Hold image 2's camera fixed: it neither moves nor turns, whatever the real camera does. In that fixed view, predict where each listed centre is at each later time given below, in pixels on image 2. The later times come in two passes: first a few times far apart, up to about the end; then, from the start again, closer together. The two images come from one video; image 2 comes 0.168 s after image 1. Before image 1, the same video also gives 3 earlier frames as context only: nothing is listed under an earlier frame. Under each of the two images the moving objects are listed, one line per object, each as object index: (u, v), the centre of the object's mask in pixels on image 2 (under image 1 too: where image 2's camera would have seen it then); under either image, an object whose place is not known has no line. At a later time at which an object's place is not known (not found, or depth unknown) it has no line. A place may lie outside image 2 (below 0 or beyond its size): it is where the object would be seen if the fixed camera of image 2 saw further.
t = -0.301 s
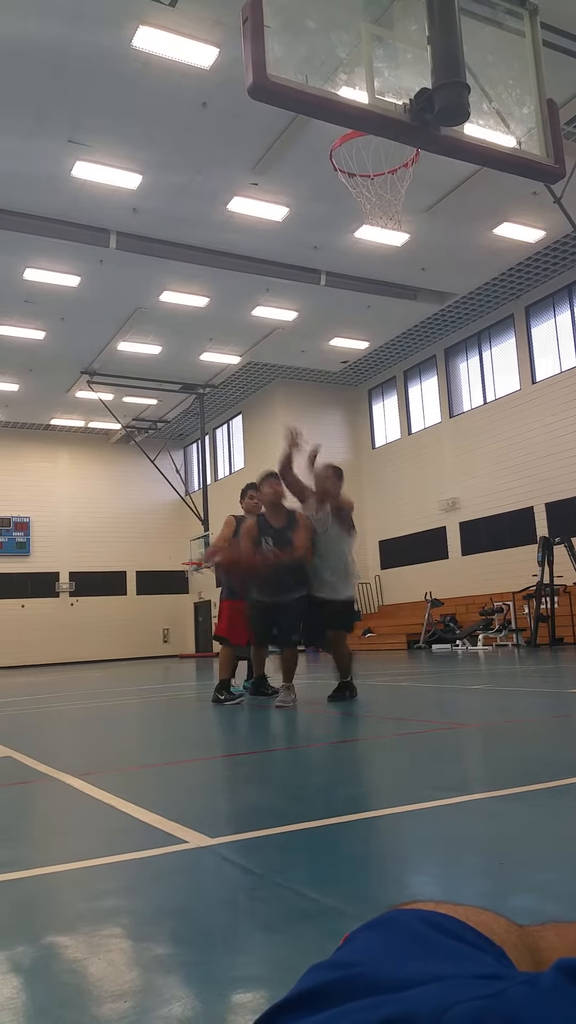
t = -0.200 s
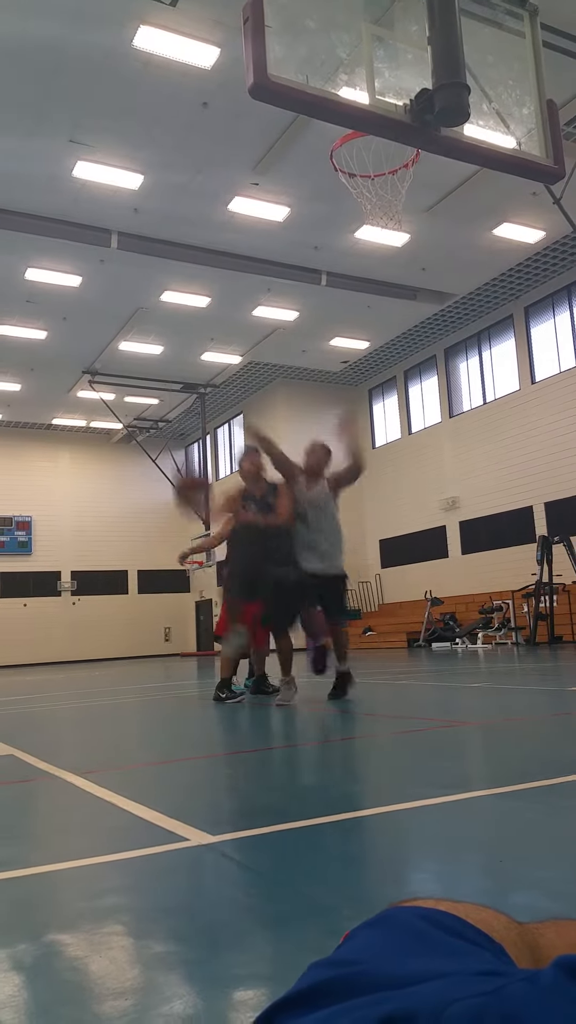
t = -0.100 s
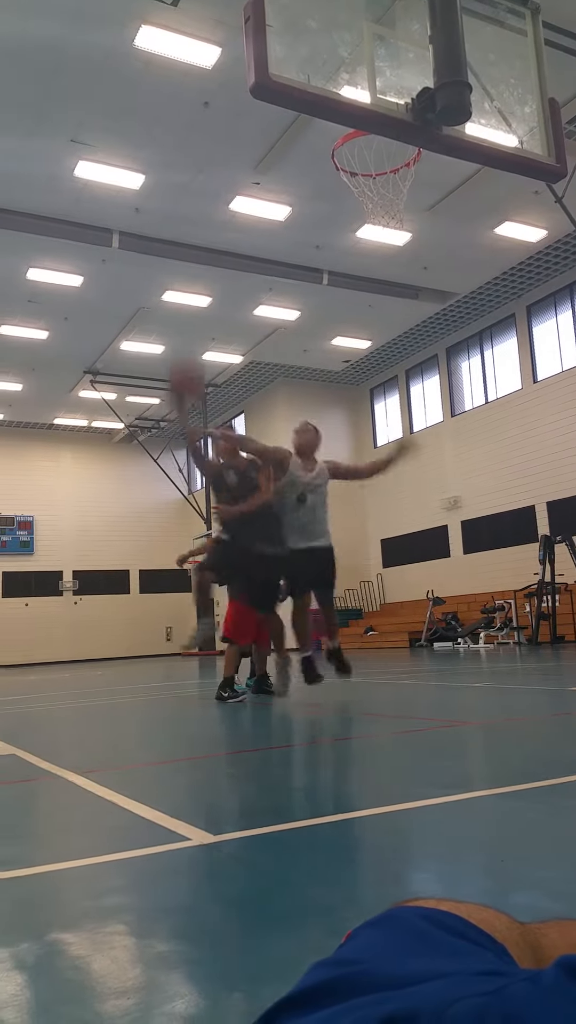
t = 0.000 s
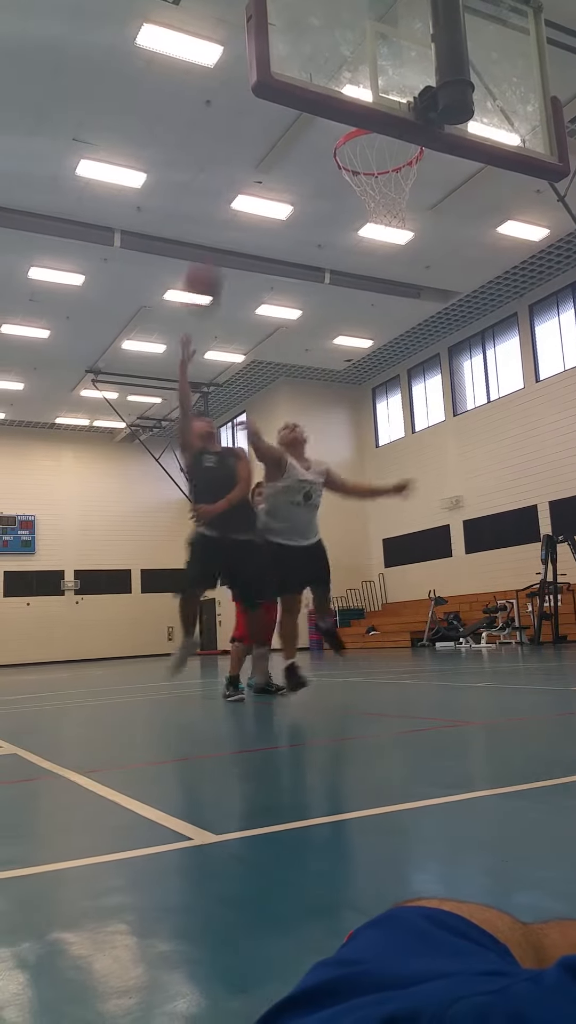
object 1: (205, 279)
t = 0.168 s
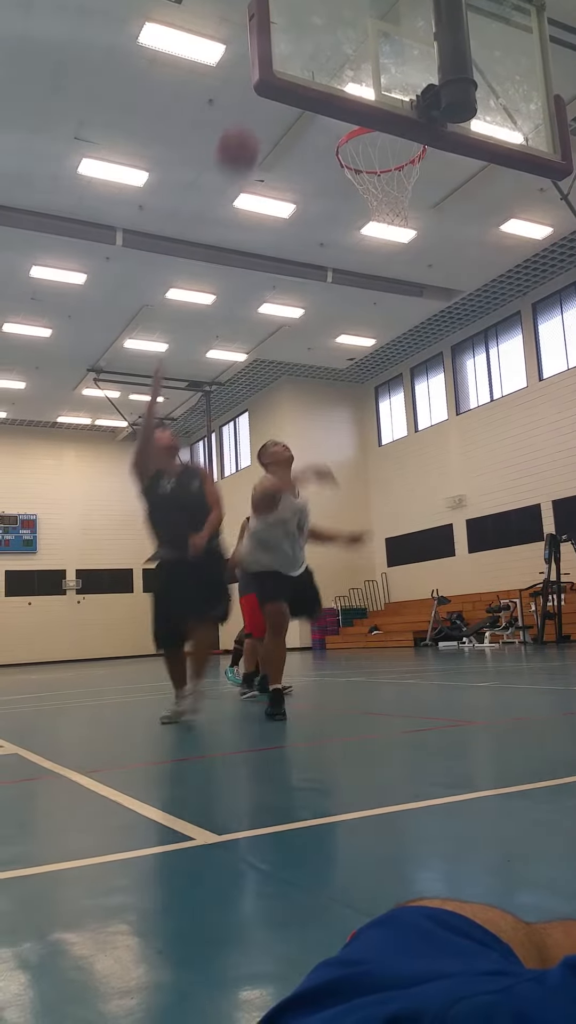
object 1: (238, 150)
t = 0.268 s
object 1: (251, 97)
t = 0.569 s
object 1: (312, 24)
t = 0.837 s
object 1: (303, 171)
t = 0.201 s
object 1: (244, 127)
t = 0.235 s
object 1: (250, 110)
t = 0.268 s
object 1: (251, 97)
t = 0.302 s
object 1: (247, 78)
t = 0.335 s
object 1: (283, 51)
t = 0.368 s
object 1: (288, 43)
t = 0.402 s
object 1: (294, 26)
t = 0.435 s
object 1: (301, 21)
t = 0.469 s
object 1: (309, 16)
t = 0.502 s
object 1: (314, 14)
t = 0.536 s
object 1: (314, 18)
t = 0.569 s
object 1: (312, 24)
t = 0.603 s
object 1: (310, 37)
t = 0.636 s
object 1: (309, 48)
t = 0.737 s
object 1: (301, 118)
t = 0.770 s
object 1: (304, 130)
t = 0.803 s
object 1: (304, 147)
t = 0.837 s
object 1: (303, 171)
